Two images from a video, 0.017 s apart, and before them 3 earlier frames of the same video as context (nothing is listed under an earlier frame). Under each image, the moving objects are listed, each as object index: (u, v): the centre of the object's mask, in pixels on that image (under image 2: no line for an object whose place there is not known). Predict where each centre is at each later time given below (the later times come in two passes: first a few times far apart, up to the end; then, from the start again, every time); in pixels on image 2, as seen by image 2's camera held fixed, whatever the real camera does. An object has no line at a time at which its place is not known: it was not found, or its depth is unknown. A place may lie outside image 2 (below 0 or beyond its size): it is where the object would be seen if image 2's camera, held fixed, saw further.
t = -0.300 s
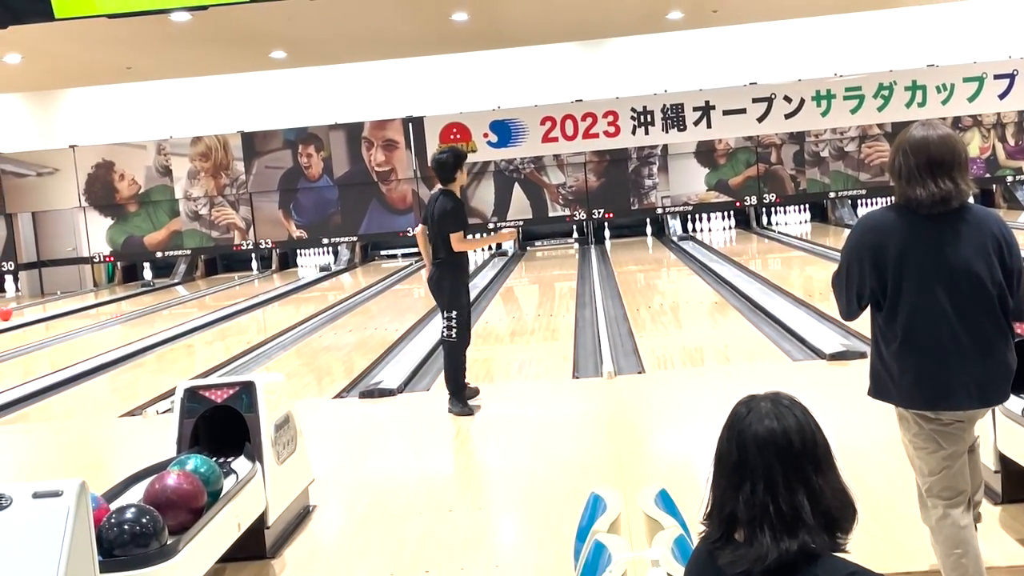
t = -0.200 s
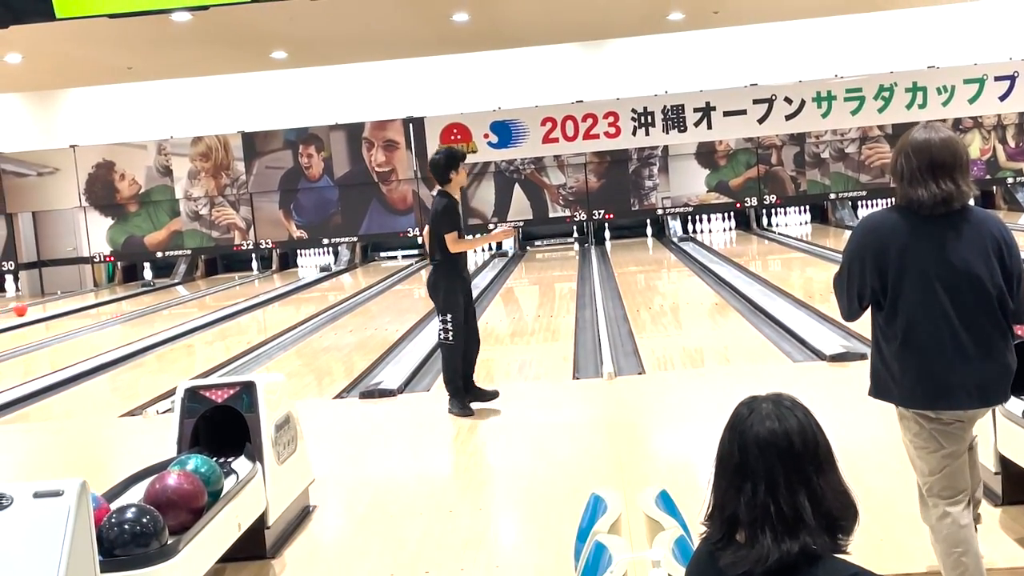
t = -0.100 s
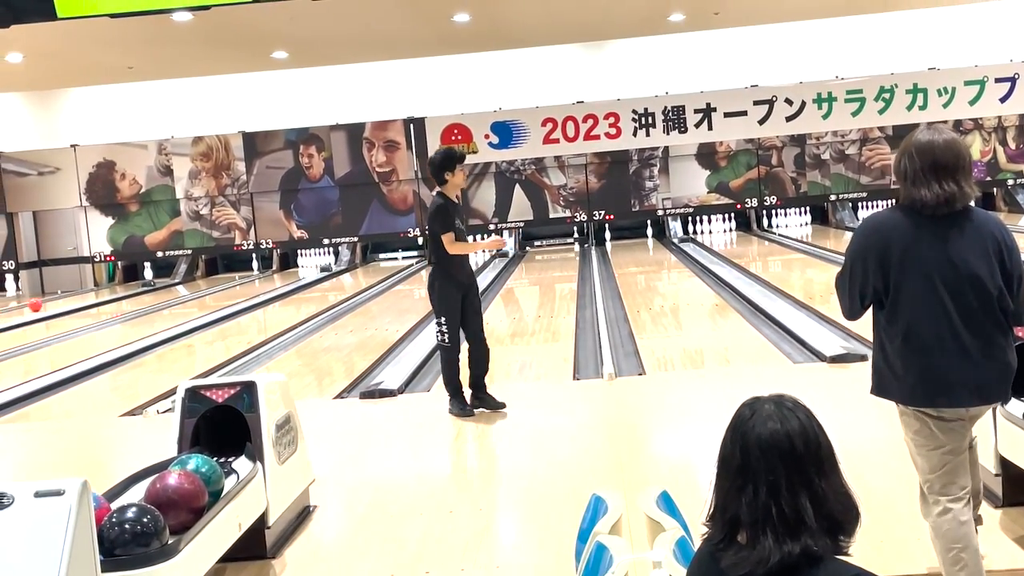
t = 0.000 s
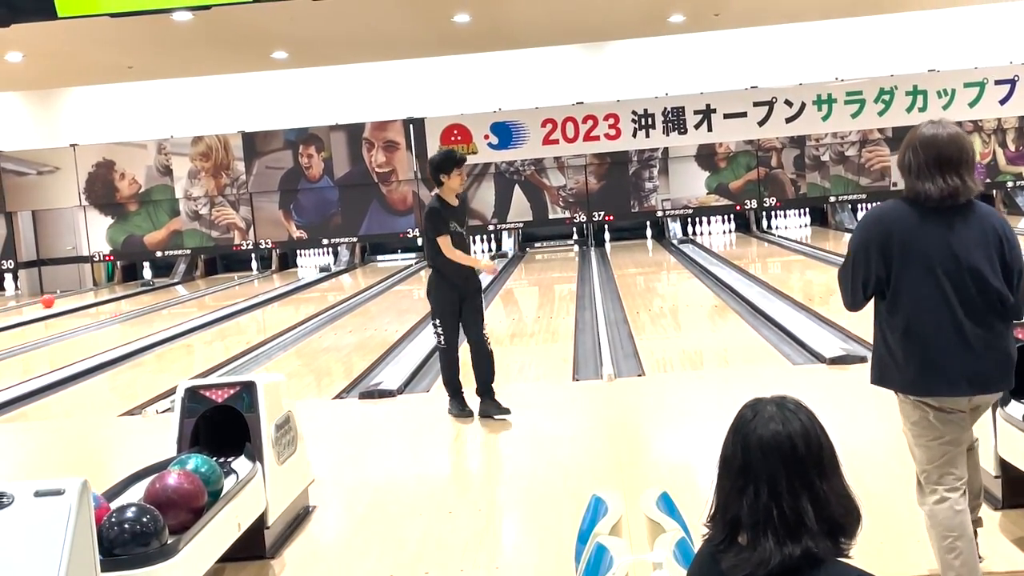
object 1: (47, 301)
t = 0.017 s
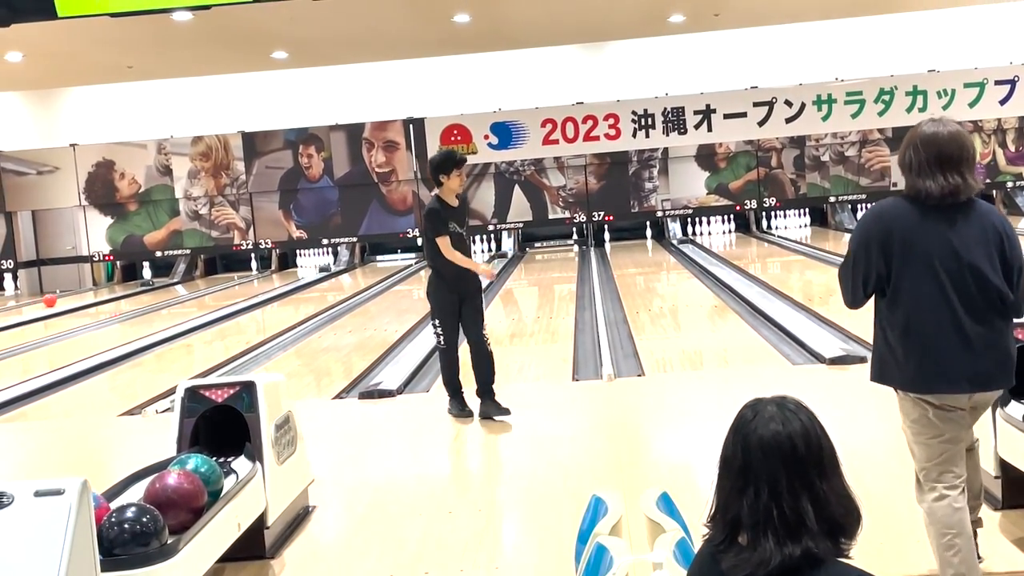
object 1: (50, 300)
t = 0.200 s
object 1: (73, 294)
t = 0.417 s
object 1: (98, 288)
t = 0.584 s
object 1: (114, 285)
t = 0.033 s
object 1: (52, 299)
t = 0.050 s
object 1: (54, 299)
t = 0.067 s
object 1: (56, 298)
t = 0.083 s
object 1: (59, 298)
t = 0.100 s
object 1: (61, 297)
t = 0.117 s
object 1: (63, 297)
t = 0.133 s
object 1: (65, 296)
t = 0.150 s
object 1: (67, 295)
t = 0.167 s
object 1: (69, 295)
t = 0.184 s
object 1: (71, 294)
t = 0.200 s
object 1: (73, 294)
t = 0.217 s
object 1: (75, 294)
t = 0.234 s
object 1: (77, 293)
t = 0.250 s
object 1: (79, 293)
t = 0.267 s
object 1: (81, 292)
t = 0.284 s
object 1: (83, 291)
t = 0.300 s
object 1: (85, 291)
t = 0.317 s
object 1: (87, 291)
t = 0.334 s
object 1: (89, 291)
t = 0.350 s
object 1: (91, 290)
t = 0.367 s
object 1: (93, 290)
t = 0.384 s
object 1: (95, 289)
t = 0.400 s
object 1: (96, 289)
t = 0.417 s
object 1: (98, 288)
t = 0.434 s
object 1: (100, 288)
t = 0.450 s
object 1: (101, 288)
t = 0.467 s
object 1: (102, 287)
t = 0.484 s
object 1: (105, 287)
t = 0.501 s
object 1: (106, 286)
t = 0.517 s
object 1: (108, 286)
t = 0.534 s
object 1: (109, 285)
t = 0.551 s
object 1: (111, 285)
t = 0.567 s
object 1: (112, 285)
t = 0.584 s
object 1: (114, 285)
